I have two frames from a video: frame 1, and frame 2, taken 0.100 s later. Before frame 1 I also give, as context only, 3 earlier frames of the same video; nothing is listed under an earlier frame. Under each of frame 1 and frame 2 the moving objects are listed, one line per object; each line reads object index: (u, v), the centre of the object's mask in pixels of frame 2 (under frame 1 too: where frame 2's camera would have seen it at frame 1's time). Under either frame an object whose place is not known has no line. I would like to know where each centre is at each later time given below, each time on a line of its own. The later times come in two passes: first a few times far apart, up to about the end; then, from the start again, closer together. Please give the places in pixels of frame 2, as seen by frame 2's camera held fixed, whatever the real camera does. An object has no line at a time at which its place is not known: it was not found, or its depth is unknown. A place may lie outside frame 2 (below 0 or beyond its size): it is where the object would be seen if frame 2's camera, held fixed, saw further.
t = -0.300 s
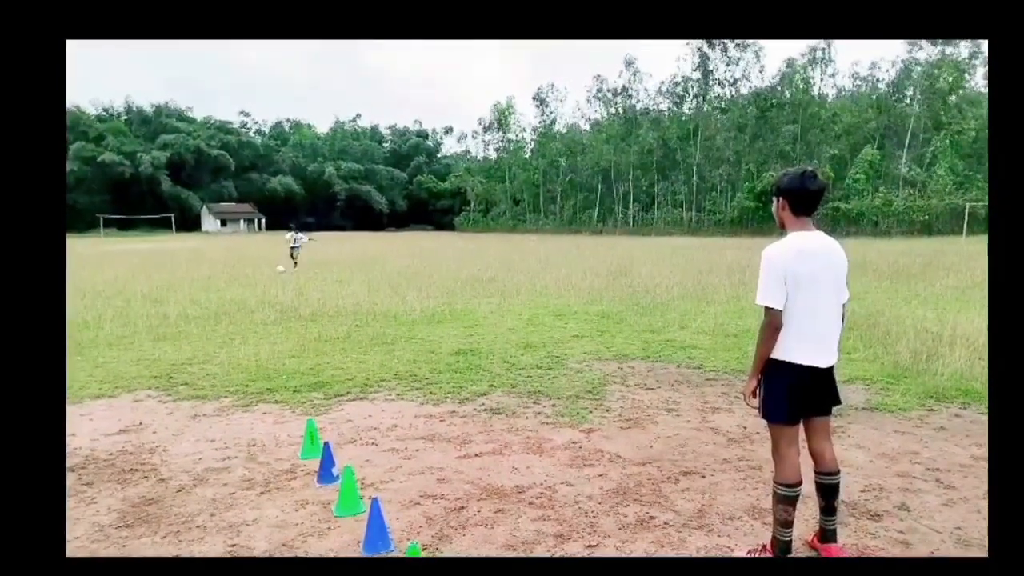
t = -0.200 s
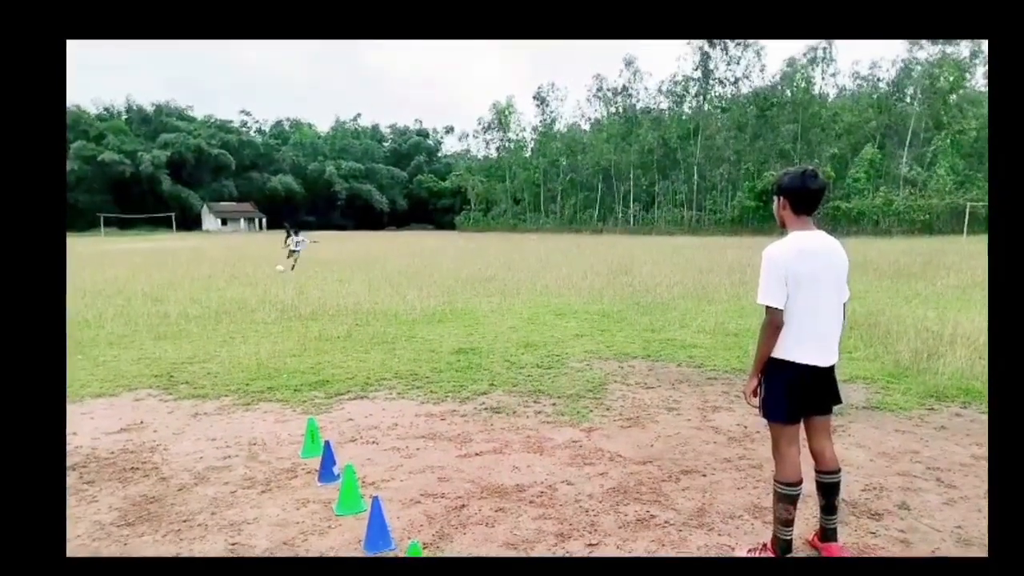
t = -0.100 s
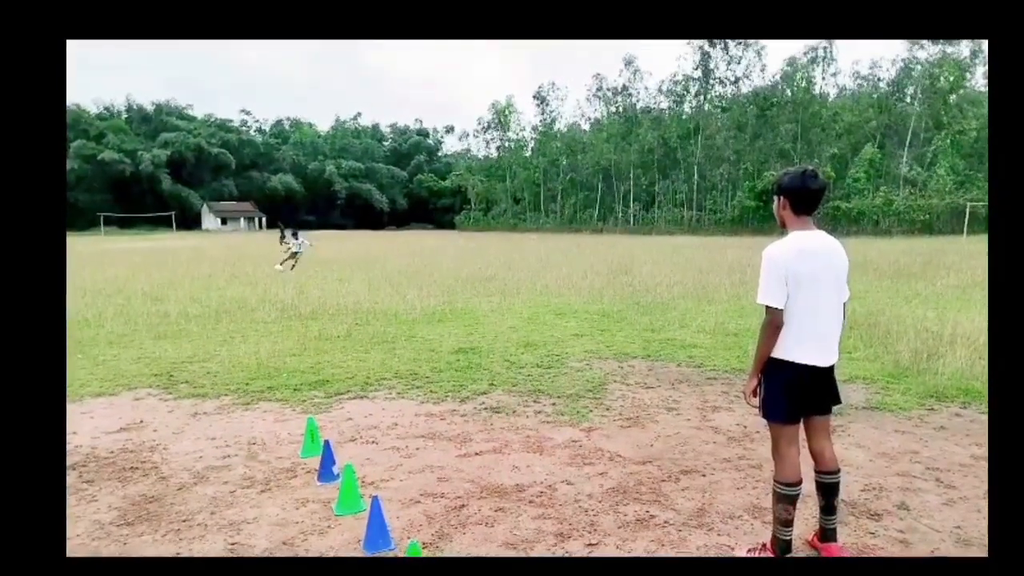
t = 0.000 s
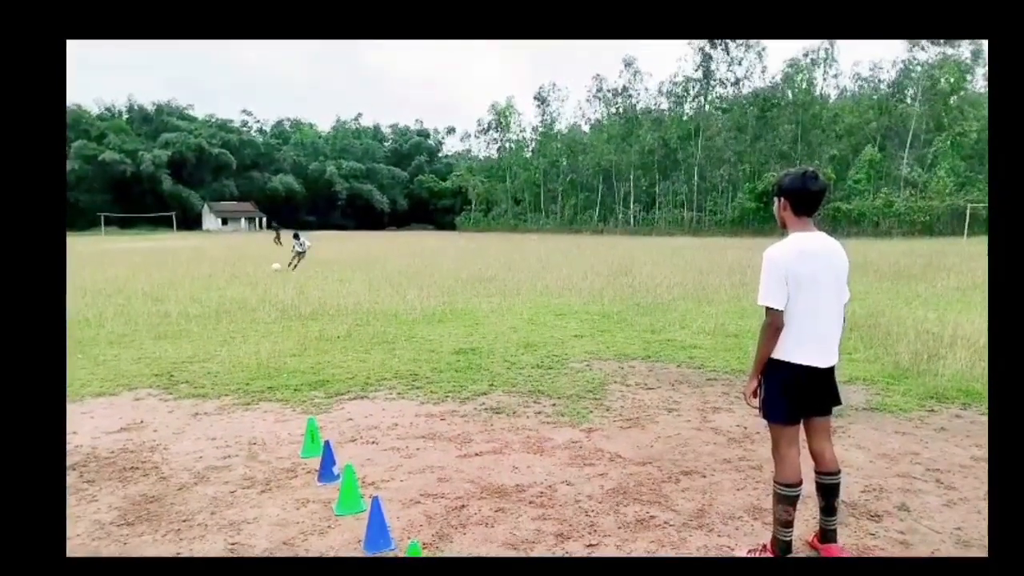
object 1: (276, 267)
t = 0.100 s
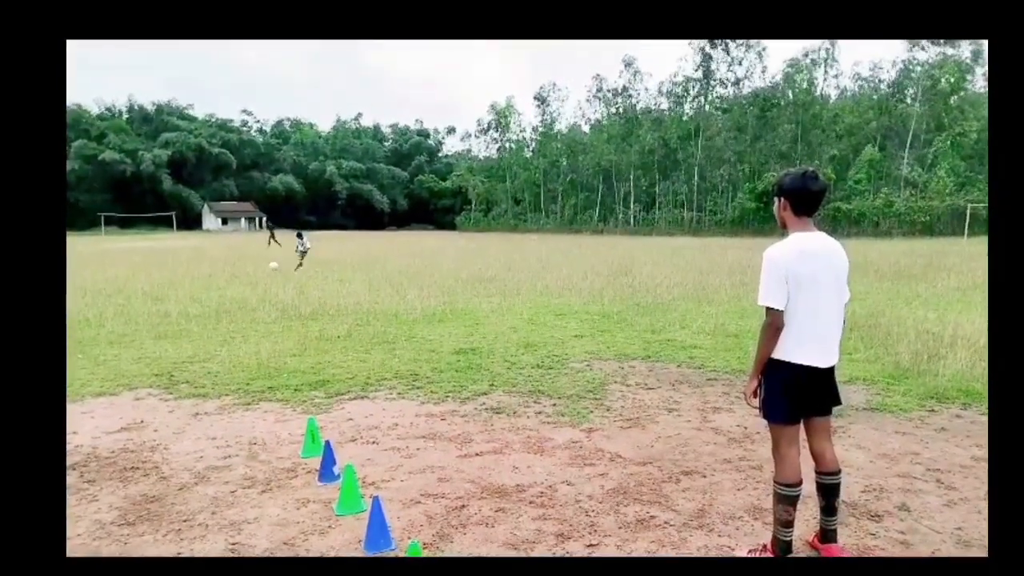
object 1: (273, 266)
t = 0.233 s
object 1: (269, 271)
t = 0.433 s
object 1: (261, 279)
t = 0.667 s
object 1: (250, 289)
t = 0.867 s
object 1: (241, 295)
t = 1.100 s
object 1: (231, 302)
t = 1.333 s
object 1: (219, 313)
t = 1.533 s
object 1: (208, 320)
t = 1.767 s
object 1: (193, 331)
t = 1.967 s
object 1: (177, 339)
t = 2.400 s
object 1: (139, 364)
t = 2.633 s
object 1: (111, 380)
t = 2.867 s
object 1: (76, 412)
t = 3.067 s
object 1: (36, 435)
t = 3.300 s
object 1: (-25, 476)
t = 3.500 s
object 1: (-94, 523)
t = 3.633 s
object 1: (-126, 556)
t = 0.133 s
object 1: (272, 266)
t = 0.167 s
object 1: (271, 267)
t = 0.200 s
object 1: (270, 269)
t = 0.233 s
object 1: (269, 271)
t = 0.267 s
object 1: (267, 273)
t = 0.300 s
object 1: (266, 276)
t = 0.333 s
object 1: (265, 279)
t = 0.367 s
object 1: (264, 280)
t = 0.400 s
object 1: (262, 279)
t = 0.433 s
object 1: (261, 279)
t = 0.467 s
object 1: (261, 280)
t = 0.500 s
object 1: (258, 281)
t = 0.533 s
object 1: (257, 283)
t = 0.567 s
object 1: (255, 285)
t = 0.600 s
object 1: (254, 288)
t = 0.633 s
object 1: (252, 288)
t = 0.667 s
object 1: (250, 289)
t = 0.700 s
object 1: (249, 290)
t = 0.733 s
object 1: (247, 291)
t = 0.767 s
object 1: (245, 293)
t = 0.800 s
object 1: (244, 294)
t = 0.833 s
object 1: (242, 294)
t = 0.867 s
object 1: (241, 295)
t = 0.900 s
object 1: (240, 297)
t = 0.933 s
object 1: (239, 298)
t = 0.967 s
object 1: (237, 299)
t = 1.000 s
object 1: (235, 300)
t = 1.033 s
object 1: (234, 300)
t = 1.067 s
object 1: (233, 300)
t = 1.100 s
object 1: (231, 302)
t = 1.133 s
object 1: (229, 304)
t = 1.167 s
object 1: (228, 306)
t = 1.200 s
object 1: (226, 307)
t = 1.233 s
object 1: (225, 308)
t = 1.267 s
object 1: (222, 309)
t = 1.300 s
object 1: (221, 311)
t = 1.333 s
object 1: (219, 313)
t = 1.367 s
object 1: (218, 314)
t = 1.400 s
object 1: (216, 314)
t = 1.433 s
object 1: (214, 316)
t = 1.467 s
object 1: (212, 317)
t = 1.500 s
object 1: (211, 318)
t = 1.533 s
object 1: (208, 320)
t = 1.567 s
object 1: (206, 321)
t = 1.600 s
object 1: (205, 323)
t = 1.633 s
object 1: (203, 325)
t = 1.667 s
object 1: (200, 326)
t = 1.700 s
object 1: (198, 327)
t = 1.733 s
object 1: (195, 328)
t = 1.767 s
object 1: (193, 331)
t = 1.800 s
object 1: (190, 333)
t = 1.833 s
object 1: (188, 333)
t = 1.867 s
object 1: (186, 333)
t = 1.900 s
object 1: (183, 333)
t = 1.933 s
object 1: (180, 336)
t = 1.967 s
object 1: (177, 339)
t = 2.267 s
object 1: (152, 355)
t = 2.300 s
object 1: (149, 358)
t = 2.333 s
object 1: (146, 363)
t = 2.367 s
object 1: (143, 364)
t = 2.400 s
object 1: (139, 364)
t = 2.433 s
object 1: (135, 365)
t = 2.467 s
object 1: (131, 367)
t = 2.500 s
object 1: (128, 371)
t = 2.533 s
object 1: (123, 376)
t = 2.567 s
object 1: (119, 383)
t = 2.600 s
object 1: (115, 382)
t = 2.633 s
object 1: (111, 380)
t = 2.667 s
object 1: (106, 380)
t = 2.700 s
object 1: (102, 381)
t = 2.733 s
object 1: (97, 383)
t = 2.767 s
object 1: (92, 388)
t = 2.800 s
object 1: (86, 394)
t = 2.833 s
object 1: (82, 403)
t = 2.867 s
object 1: (76, 412)
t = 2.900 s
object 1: (71, 411)
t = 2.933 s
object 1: (64, 413)
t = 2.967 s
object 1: (58, 417)
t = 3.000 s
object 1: (51, 425)
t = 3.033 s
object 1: (44, 433)
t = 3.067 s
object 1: (36, 435)
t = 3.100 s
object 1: (28, 440)
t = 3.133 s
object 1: (19, 446)
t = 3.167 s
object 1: (12, 453)
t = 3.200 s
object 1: (2, 459)
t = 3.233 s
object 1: (-6, 465)
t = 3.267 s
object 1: (-16, 470)
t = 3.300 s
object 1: (-25, 476)
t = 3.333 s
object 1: (-36, 484)
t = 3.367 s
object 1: (-46, 491)
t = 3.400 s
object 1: (-57, 498)
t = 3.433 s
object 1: (-69, 506)
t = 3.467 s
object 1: (-82, 515)
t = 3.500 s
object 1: (-94, 523)
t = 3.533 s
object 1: (-108, 532)
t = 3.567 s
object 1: (-115, 542)
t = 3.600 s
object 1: (-122, 548)
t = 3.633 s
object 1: (-126, 556)
